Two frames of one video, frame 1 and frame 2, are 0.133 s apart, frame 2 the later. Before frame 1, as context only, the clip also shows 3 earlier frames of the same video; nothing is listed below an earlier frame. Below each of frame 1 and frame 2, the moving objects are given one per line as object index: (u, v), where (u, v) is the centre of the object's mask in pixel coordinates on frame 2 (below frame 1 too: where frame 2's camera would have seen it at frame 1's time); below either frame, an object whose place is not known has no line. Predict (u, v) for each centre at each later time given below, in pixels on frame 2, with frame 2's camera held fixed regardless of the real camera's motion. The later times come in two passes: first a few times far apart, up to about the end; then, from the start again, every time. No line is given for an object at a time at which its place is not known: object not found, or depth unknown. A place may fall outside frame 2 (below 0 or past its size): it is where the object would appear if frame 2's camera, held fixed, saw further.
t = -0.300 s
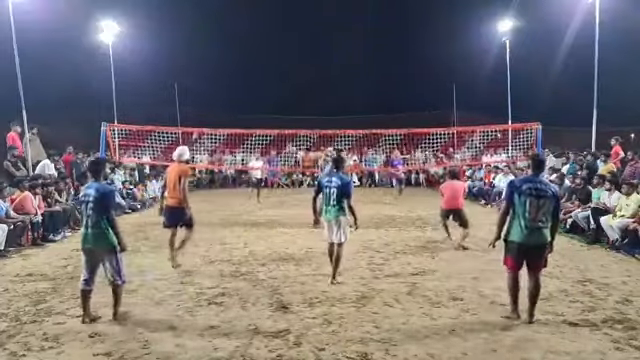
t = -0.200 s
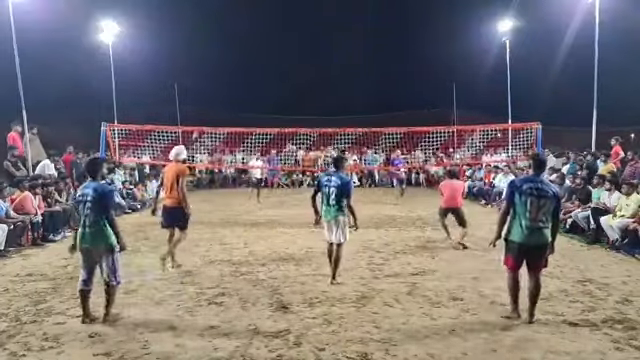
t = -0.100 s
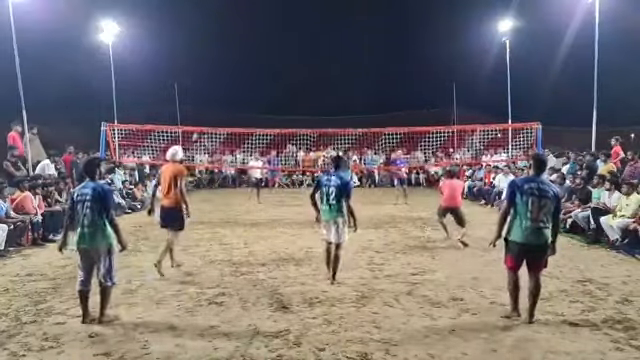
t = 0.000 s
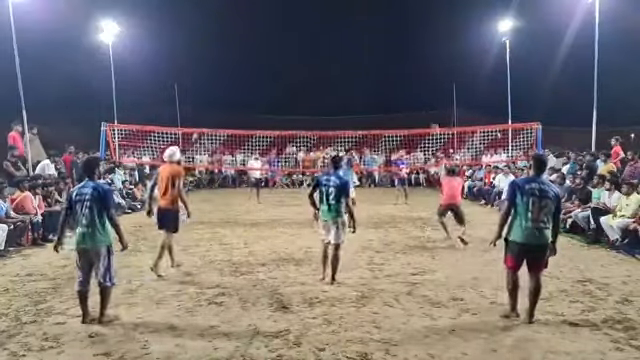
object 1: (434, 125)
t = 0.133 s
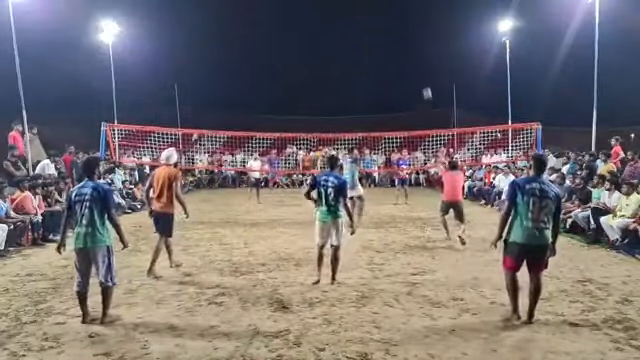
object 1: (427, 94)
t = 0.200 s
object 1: (423, 80)
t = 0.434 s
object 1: (413, 50)
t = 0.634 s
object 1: (404, 44)
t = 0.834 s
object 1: (397, 52)
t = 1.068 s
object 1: (390, 76)
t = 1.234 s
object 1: (385, 100)
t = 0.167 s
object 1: (425, 86)
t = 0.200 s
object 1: (423, 80)
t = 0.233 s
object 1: (422, 74)
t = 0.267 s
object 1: (420, 68)
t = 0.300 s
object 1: (418, 64)
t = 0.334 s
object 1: (417, 60)
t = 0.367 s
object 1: (415, 56)
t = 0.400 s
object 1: (414, 53)
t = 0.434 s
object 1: (413, 50)
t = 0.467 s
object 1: (411, 48)
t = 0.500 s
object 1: (409, 46)
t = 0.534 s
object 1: (408, 45)
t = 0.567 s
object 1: (407, 44)
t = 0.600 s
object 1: (406, 44)
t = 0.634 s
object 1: (404, 44)
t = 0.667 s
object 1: (403, 44)
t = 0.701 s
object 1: (402, 45)
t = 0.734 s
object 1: (401, 46)
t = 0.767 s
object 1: (400, 48)
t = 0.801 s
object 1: (398, 49)
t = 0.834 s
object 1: (397, 52)
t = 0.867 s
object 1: (396, 54)
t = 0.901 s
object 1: (395, 57)
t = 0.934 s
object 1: (394, 60)
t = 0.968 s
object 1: (393, 64)
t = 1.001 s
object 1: (391, 68)
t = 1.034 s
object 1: (391, 72)
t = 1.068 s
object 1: (390, 76)
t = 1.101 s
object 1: (389, 80)
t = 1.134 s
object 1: (388, 85)
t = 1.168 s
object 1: (387, 89)
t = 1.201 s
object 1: (386, 95)
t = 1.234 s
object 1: (385, 100)
